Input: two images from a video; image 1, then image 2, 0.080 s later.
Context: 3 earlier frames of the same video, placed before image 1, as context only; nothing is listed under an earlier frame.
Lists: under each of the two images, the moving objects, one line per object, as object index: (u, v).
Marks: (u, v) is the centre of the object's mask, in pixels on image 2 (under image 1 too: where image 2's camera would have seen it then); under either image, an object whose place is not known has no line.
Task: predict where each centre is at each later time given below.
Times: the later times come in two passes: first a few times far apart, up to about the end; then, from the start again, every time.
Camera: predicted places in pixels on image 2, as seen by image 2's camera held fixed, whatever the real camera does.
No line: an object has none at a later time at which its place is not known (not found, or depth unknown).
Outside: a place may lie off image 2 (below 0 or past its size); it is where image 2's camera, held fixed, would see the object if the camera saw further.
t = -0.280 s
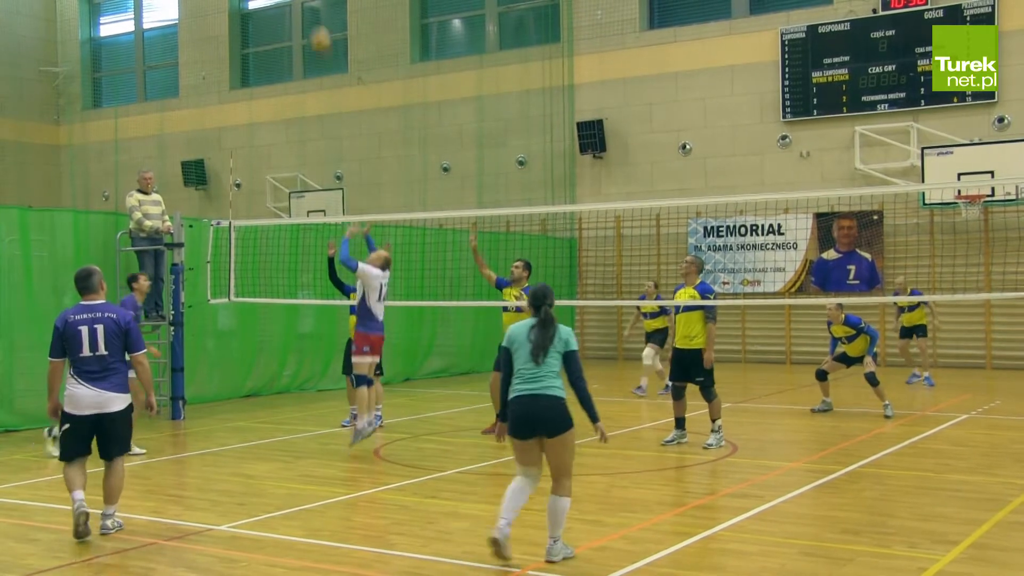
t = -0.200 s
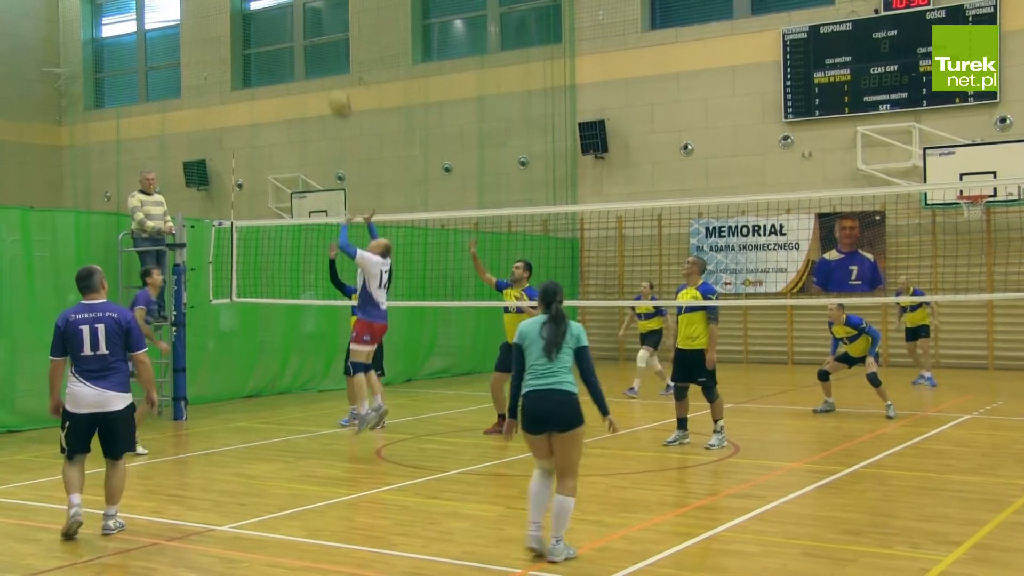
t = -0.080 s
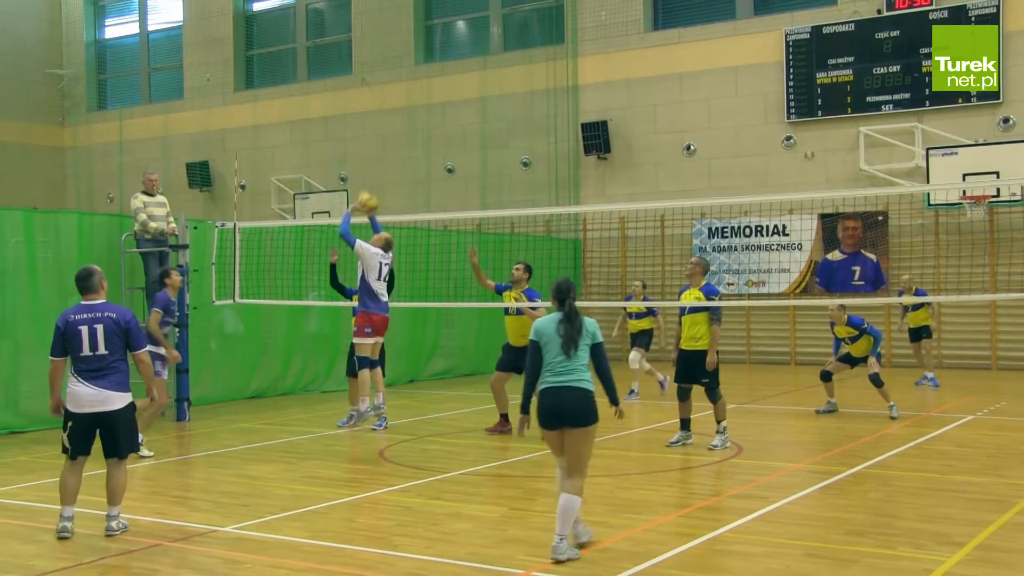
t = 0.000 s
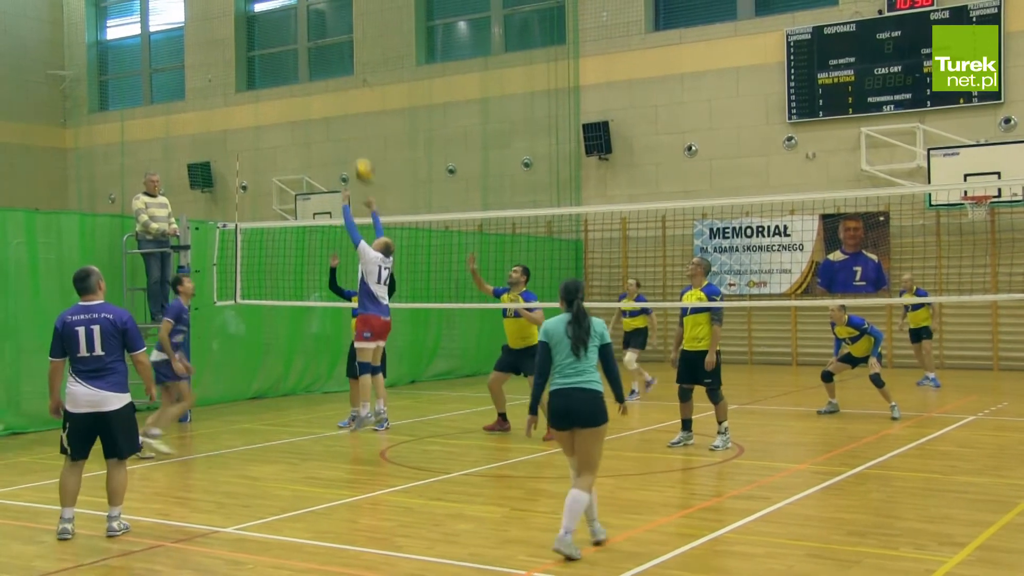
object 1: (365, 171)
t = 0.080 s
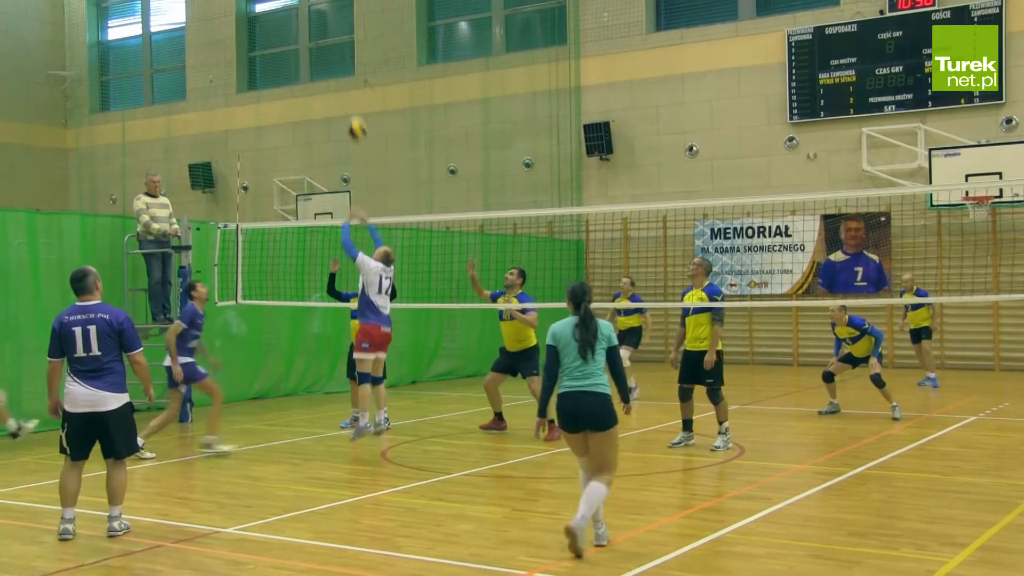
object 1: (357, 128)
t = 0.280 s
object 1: (336, 53)
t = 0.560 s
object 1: (313, 15)
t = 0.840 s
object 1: (293, 49)
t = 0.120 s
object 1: (352, 110)
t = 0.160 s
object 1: (348, 94)
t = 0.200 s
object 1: (343, 78)
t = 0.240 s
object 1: (341, 64)
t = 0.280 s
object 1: (336, 53)
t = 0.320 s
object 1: (333, 44)
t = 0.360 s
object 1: (329, 35)
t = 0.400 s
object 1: (326, 28)
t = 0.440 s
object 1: (322, 24)
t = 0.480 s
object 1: (319, 19)
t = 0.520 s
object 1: (316, 17)
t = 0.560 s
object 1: (313, 15)
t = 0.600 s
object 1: (310, 16)
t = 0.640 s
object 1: (307, 19)
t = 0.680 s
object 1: (305, 22)
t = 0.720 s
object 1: (302, 26)
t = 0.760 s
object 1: (299, 33)
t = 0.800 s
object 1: (296, 39)
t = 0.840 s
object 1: (293, 49)
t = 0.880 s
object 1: (291, 59)
